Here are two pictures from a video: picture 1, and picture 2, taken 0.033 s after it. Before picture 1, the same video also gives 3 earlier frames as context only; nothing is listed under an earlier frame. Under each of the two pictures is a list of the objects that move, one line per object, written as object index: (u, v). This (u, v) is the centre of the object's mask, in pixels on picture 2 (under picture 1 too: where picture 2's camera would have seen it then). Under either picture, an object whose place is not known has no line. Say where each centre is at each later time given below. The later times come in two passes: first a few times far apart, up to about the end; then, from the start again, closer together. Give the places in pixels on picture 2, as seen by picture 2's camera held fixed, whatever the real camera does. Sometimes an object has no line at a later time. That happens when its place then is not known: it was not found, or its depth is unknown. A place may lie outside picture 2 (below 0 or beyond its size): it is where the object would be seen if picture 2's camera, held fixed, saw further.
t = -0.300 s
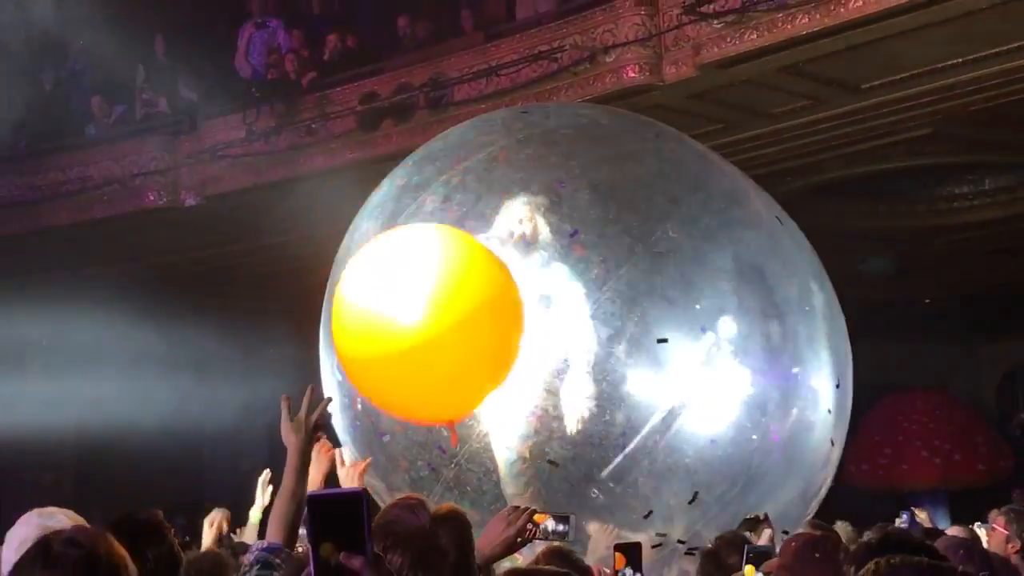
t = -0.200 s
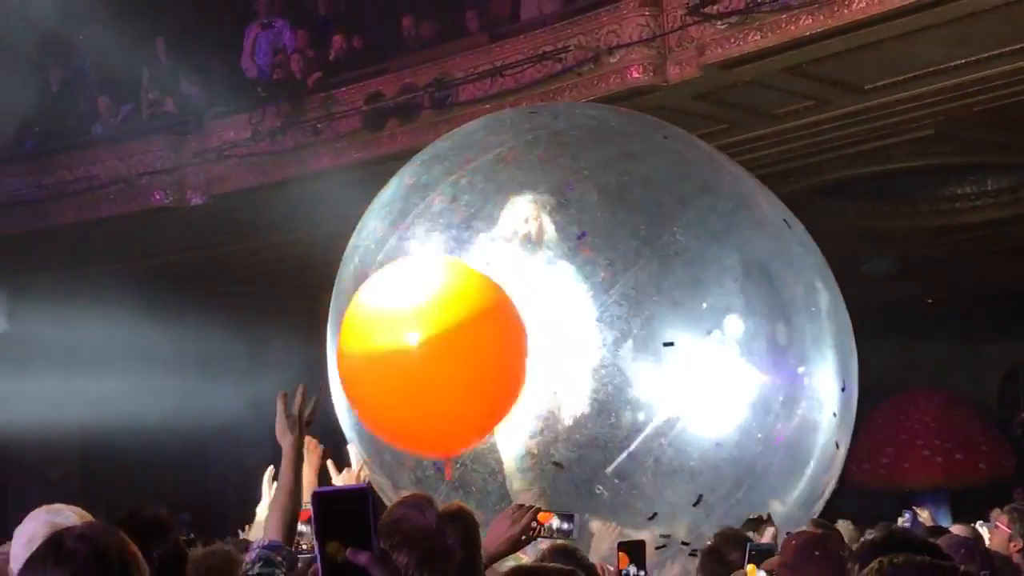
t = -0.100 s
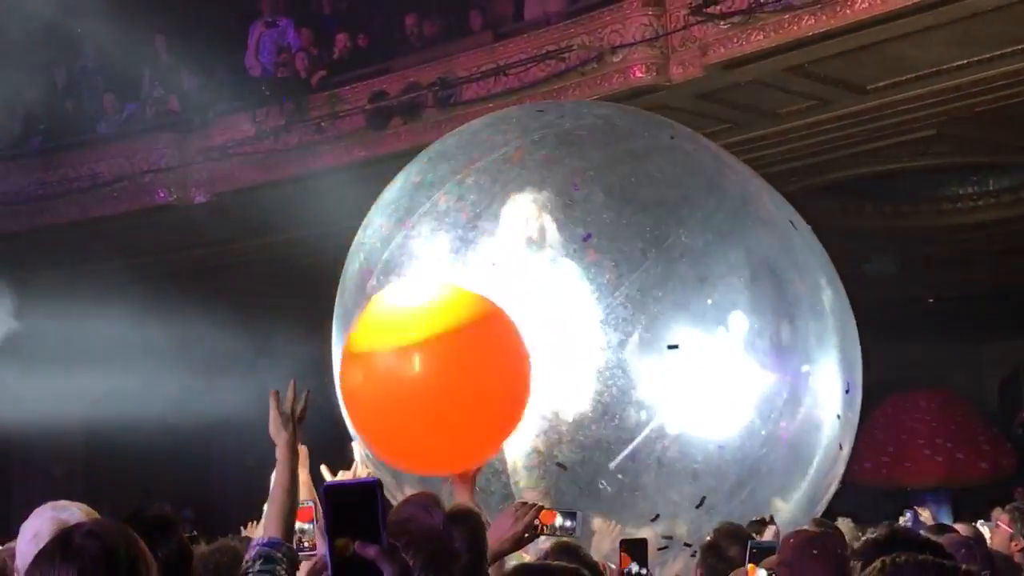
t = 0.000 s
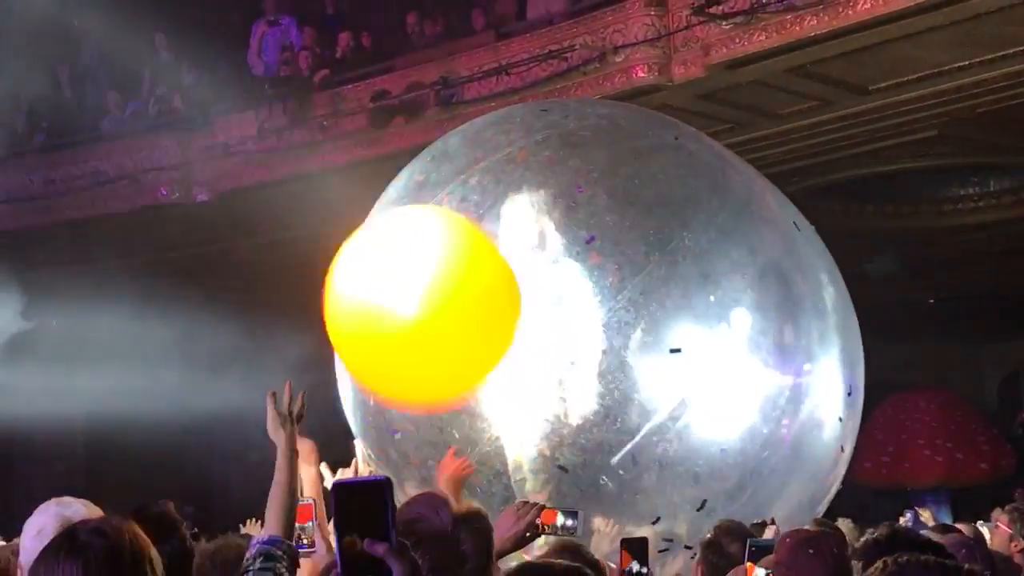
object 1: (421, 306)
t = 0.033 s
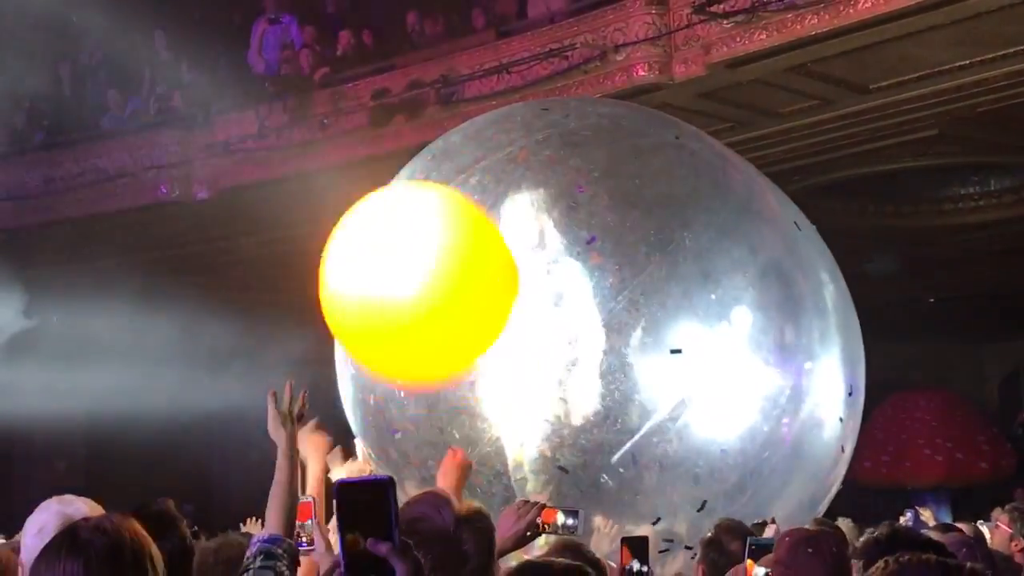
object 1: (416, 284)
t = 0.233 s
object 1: (393, 159)
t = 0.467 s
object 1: (358, 69)
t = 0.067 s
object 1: (413, 260)
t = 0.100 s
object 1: (409, 239)
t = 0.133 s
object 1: (405, 219)
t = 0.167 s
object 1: (400, 199)
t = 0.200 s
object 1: (397, 179)
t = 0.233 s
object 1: (393, 159)
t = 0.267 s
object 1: (389, 139)
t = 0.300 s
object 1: (385, 120)
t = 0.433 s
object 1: (363, 75)
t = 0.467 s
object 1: (358, 69)
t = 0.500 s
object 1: (353, 61)
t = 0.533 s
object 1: (347, 54)
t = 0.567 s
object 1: (342, 48)
